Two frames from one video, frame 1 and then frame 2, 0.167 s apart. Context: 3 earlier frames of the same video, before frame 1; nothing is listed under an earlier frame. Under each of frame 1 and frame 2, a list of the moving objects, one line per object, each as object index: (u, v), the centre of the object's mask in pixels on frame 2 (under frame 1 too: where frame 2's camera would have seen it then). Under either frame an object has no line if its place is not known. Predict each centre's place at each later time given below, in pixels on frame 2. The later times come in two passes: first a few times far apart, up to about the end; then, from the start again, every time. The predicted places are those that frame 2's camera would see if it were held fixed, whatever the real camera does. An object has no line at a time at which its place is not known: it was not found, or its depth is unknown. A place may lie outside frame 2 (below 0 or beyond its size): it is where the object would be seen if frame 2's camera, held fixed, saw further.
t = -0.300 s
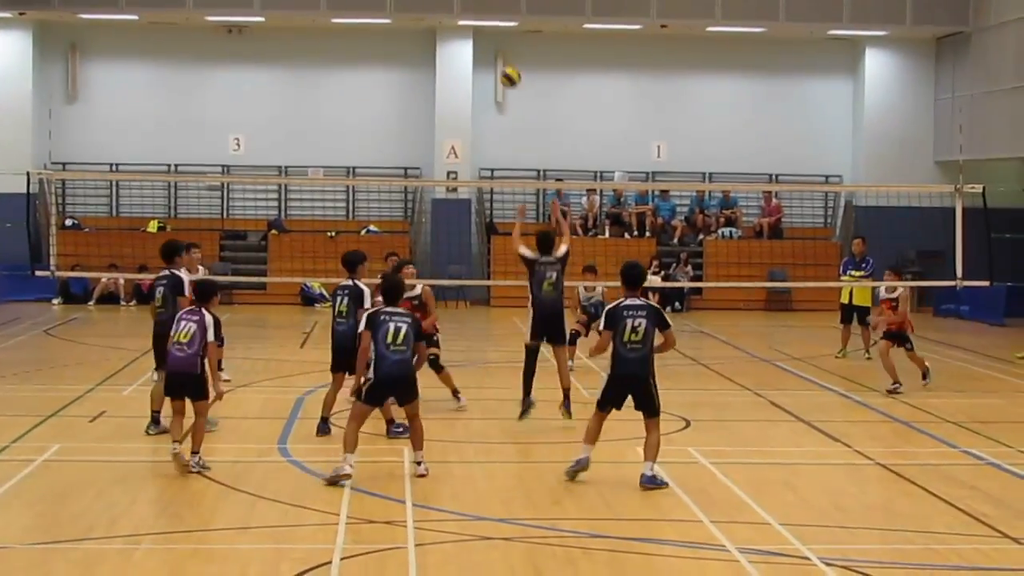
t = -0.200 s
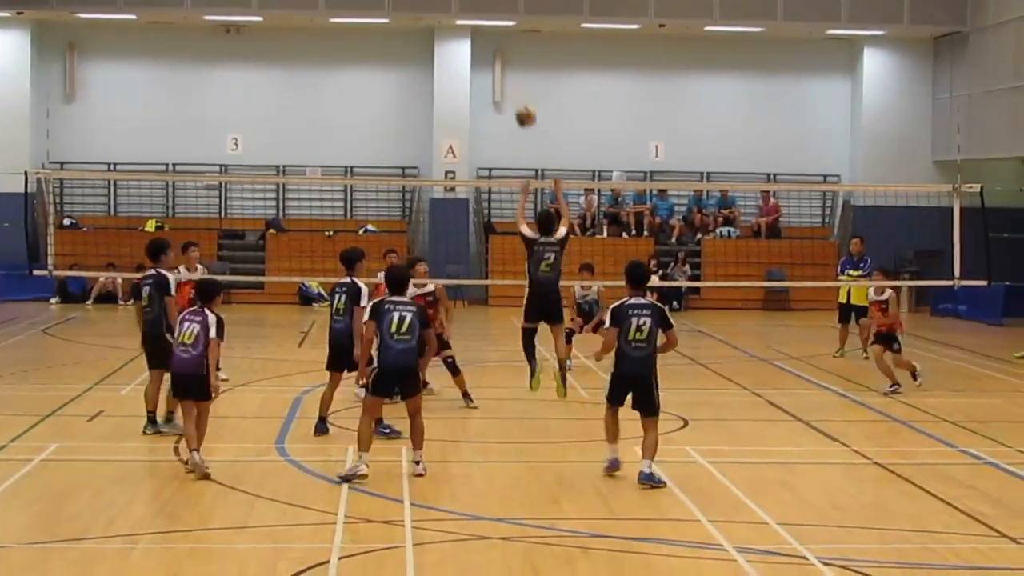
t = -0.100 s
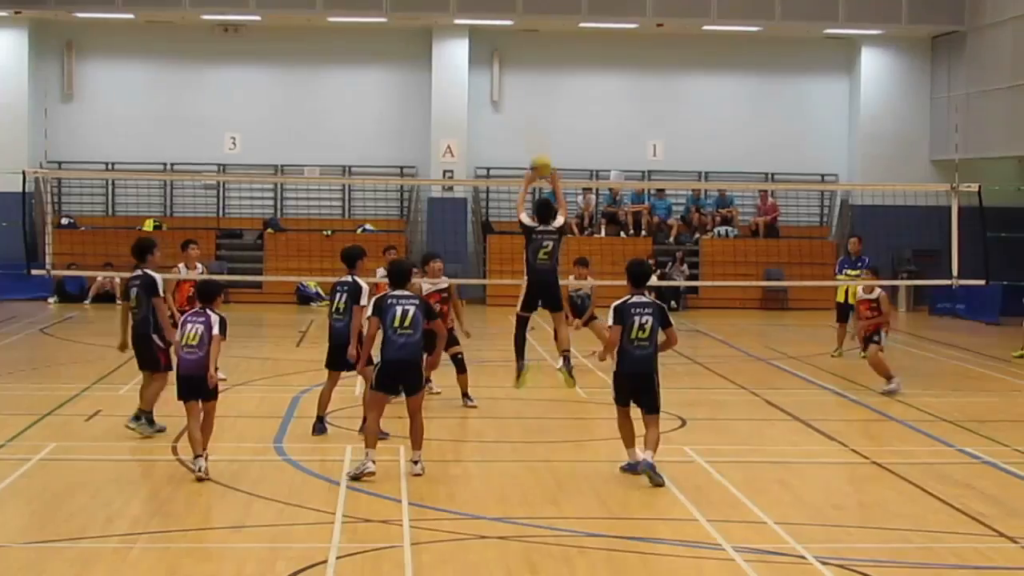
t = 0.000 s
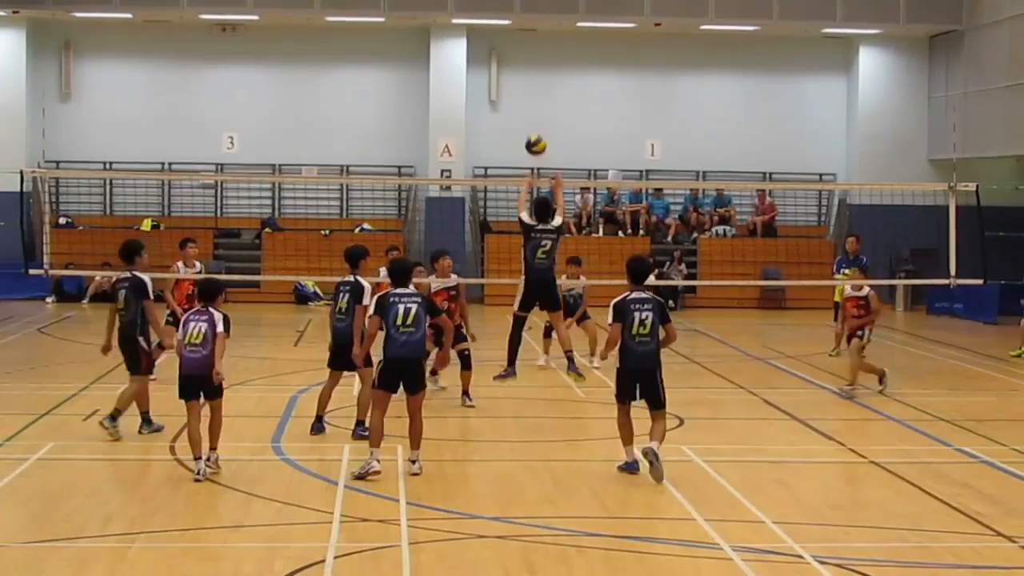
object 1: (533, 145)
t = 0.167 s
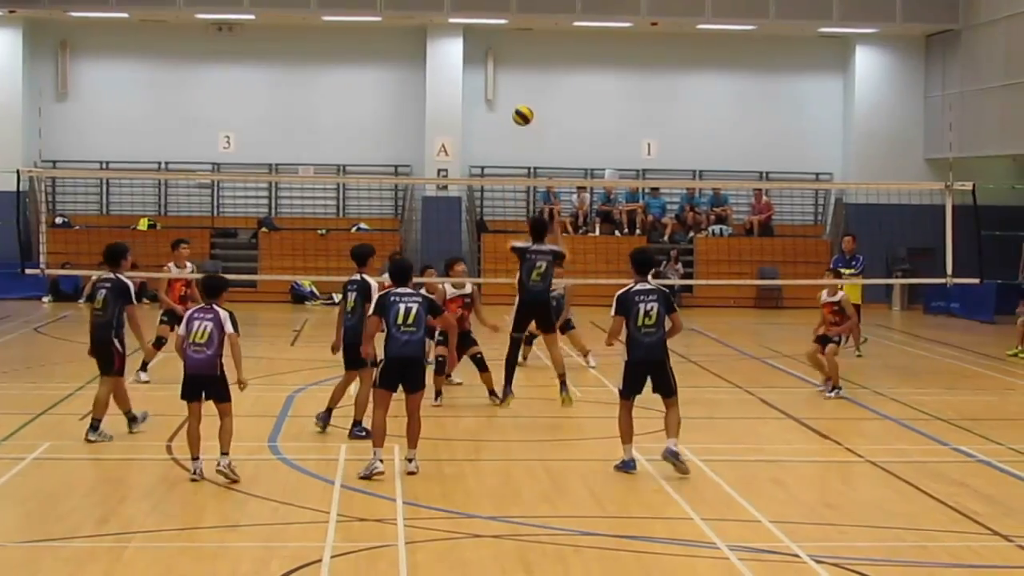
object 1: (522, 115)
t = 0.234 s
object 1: (518, 111)
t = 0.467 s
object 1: (505, 132)
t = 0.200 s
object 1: (520, 113)
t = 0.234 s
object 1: (518, 111)
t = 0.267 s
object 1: (516, 111)
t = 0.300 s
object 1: (515, 112)
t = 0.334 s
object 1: (512, 114)
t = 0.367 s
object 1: (510, 117)
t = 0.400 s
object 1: (508, 121)
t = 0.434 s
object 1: (506, 125)
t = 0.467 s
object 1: (505, 132)
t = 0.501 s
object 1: (502, 138)
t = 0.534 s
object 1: (500, 145)
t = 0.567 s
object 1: (498, 153)
